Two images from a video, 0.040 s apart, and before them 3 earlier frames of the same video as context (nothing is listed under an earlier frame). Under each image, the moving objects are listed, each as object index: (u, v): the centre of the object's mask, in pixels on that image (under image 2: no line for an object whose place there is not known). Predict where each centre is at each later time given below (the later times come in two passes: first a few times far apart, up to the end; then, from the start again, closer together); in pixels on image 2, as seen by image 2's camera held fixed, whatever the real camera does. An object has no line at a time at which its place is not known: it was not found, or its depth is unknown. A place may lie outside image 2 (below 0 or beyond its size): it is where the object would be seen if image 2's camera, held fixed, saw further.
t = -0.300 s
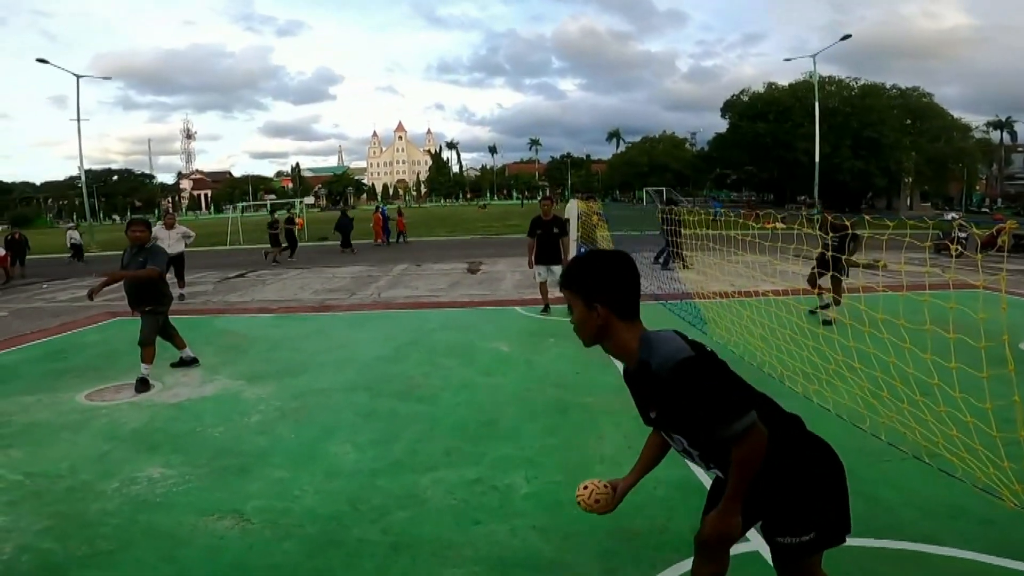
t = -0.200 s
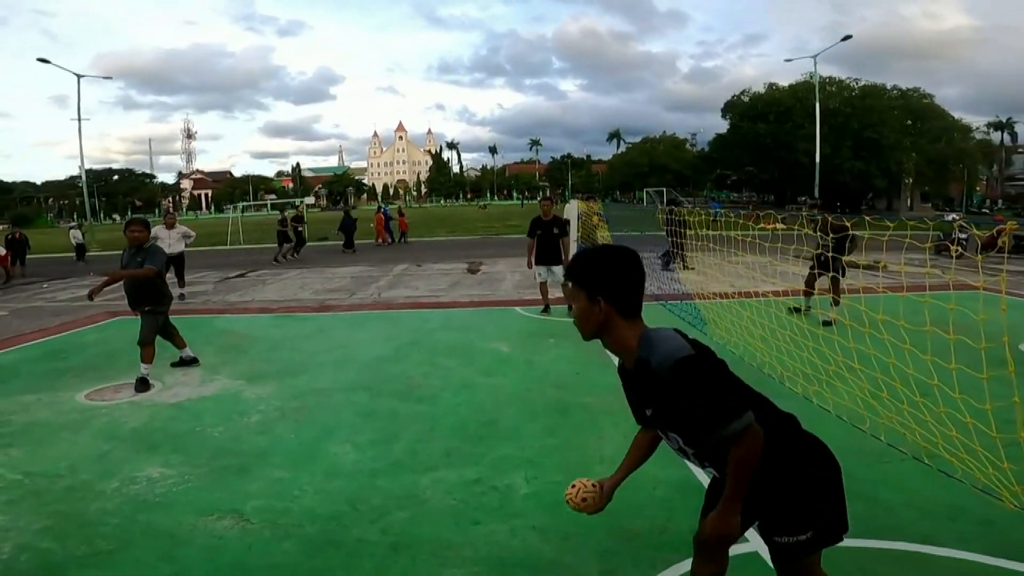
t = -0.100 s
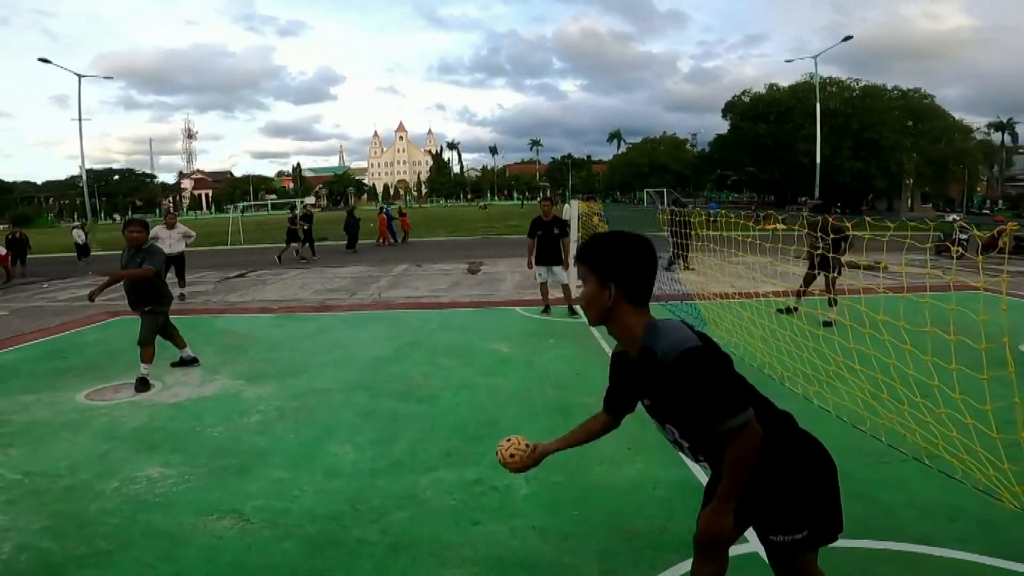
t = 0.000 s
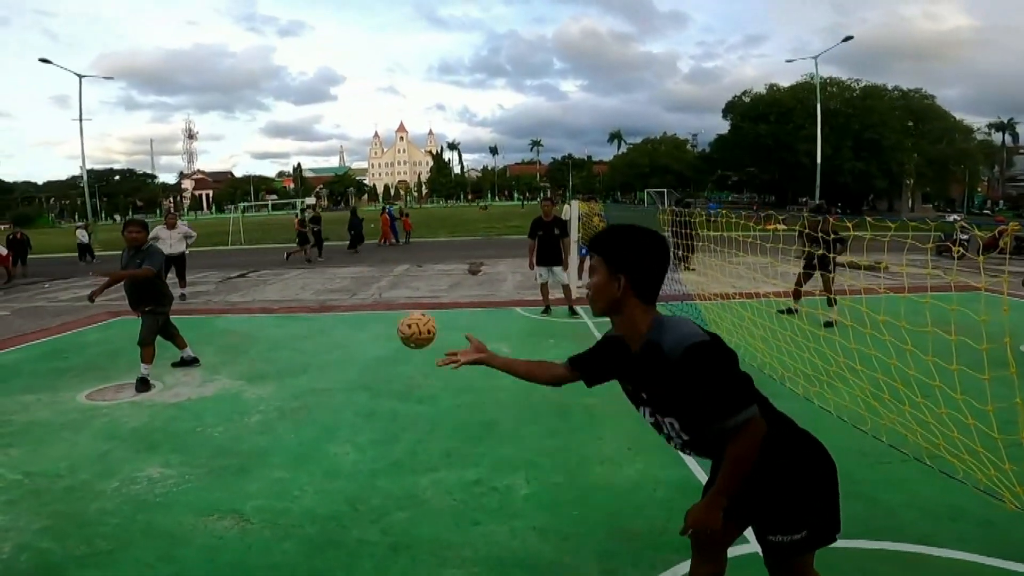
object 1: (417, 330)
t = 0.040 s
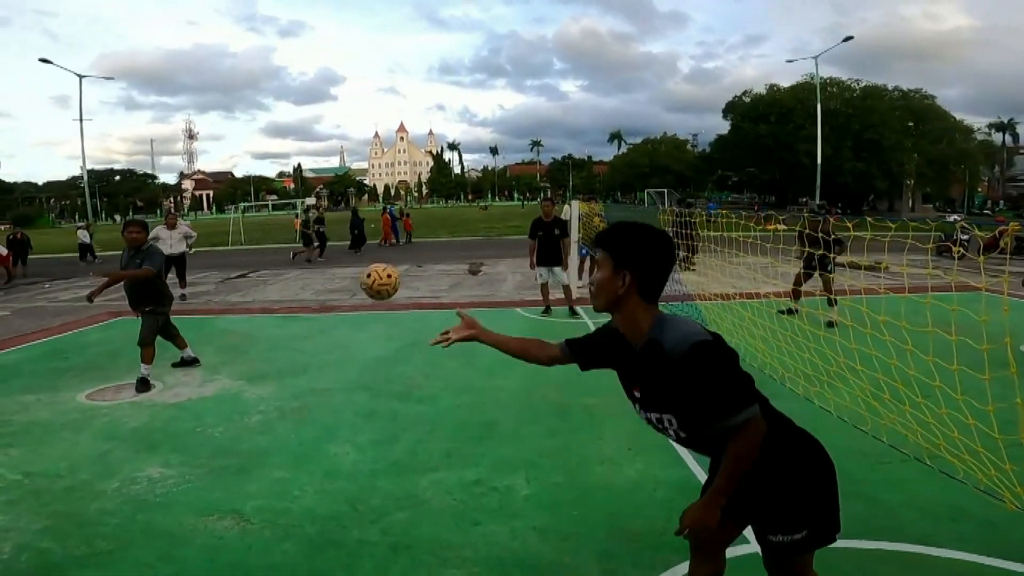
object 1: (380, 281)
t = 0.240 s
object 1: (233, 139)
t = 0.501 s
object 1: (107, 125)
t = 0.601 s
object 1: (71, 149)
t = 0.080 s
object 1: (347, 239)
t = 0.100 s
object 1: (329, 221)
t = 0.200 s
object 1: (258, 155)
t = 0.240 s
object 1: (233, 139)
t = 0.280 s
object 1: (210, 127)
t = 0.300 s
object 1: (199, 123)
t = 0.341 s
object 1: (178, 117)
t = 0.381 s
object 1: (158, 115)
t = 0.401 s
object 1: (149, 115)
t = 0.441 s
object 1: (131, 117)
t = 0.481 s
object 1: (115, 122)
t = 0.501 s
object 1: (107, 125)
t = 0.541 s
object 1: (92, 133)
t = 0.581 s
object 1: (78, 144)
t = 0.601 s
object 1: (71, 149)
